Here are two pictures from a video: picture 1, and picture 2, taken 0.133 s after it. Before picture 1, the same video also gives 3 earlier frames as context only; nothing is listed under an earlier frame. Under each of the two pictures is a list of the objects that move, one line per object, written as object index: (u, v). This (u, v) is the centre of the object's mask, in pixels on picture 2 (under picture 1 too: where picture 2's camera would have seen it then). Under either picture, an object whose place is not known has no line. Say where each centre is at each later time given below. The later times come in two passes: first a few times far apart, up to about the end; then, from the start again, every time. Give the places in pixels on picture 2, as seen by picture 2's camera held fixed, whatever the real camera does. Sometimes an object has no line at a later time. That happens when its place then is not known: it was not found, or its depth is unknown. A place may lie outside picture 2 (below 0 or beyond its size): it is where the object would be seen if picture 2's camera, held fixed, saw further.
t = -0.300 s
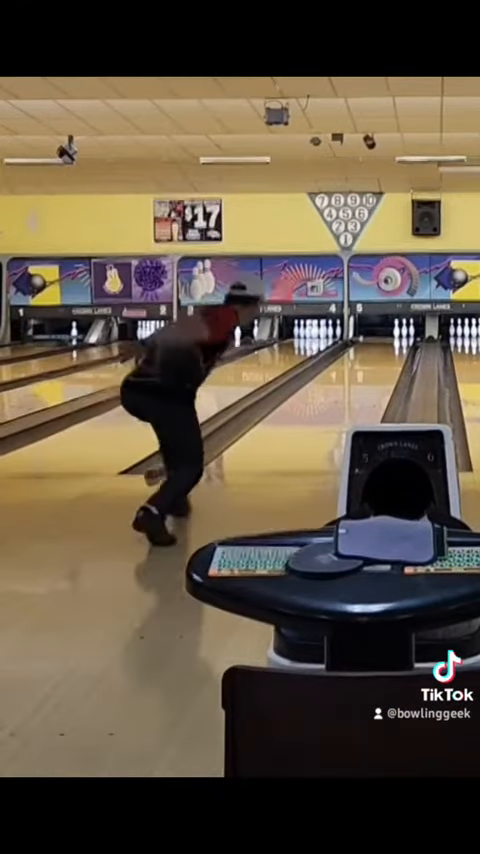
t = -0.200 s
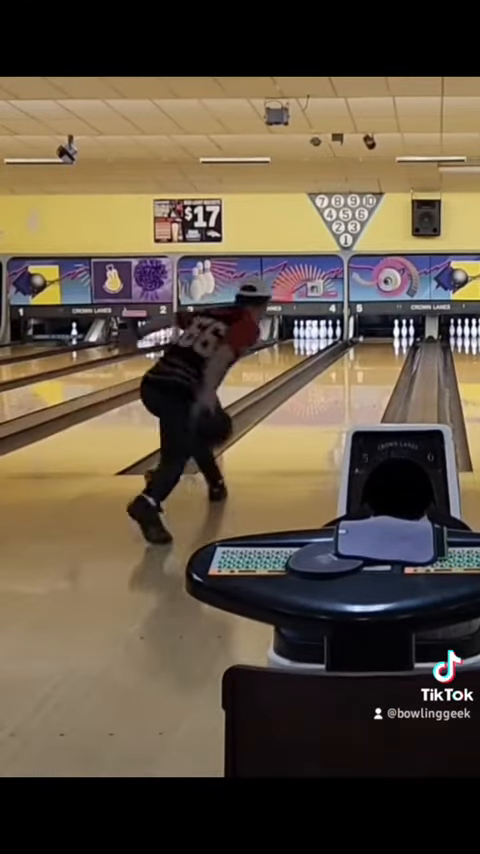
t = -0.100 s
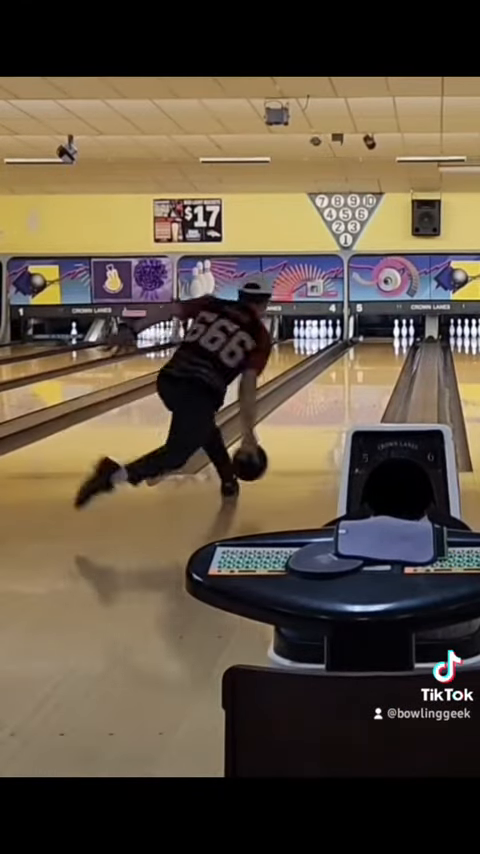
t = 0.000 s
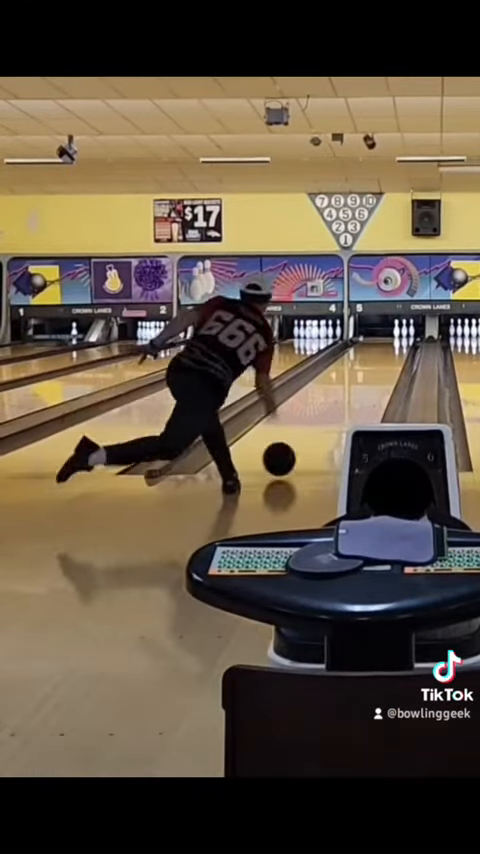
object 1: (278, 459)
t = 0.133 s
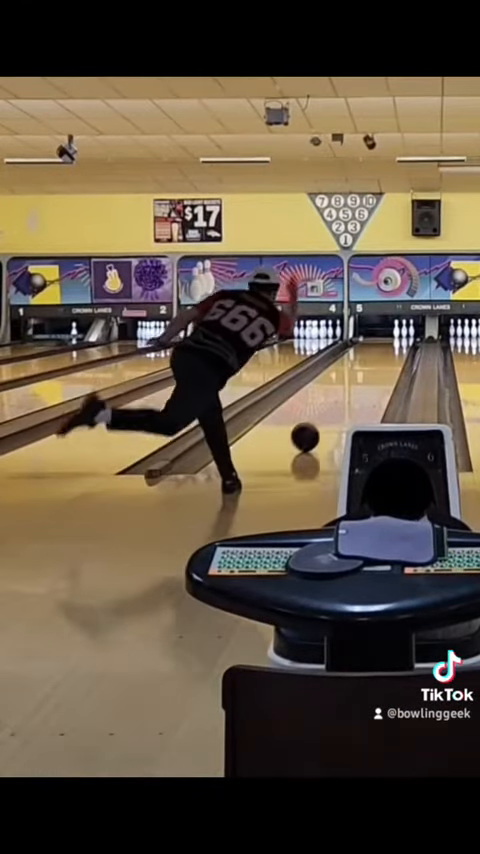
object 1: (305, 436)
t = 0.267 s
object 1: (325, 417)
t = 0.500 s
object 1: (349, 393)
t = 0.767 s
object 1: (368, 374)
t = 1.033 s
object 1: (382, 361)
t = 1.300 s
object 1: (391, 351)
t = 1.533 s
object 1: (397, 344)
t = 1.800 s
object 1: (402, 339)
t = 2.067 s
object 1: (404, 335)
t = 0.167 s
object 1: (310, 431)
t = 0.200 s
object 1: (316, 426)
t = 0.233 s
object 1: (320, 422)
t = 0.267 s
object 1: (325, 417)
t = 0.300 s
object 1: (328, 413)
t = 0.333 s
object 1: (333, 409)
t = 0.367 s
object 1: (336, 406)
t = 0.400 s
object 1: (340, 402)
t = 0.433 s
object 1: (343, 399)
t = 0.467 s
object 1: (346, 396)
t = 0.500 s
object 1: (349, 393)
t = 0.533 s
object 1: (352, 390)
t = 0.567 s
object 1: (354, 388)
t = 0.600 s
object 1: (357, 385)
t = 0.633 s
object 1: (360, 383)
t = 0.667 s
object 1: (362, 380)
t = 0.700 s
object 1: (364, 378)
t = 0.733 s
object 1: (366, 376)
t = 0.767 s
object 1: (368, 374)
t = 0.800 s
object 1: (370, 373)
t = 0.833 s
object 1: (372, 371)
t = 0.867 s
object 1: (374, 369)
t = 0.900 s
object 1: (376, 367)
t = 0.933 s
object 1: (377, 366)
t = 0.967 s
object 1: (379, 364)
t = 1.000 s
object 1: (380, 363)
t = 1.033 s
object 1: (382, 361)
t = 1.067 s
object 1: (383, 360)
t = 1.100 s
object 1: (384, 359)
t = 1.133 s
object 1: (385, 357)
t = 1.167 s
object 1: (387, 356)
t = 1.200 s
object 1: (388, 355)
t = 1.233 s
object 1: (389, 353)
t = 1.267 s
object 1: (390, 352)
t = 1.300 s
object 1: (391, 351)
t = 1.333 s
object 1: (392, 350)
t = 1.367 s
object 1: (393, 349)
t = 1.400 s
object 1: (394, 348)
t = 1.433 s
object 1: (394, 347)
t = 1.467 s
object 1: (395, 346)
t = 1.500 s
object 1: (396, 345)
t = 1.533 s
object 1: (397, 344)
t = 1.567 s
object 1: (398, 344)
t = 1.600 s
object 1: (399, 343)
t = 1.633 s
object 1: (399, 342)
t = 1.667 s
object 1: (400, 341)
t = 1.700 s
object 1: (400, 340)
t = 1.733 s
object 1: (401, 340)
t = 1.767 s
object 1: (402, 339)
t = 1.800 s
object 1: (402, 339)
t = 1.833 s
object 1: (402, 338)
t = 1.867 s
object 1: (403, 337)
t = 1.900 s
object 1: (403, 337)
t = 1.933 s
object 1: (403, 337)
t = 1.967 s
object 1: (404, 336)
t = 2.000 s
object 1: (404, 336)
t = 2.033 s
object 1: (404, 336)
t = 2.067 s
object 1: (404, 335)
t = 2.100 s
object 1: (403, 336)
